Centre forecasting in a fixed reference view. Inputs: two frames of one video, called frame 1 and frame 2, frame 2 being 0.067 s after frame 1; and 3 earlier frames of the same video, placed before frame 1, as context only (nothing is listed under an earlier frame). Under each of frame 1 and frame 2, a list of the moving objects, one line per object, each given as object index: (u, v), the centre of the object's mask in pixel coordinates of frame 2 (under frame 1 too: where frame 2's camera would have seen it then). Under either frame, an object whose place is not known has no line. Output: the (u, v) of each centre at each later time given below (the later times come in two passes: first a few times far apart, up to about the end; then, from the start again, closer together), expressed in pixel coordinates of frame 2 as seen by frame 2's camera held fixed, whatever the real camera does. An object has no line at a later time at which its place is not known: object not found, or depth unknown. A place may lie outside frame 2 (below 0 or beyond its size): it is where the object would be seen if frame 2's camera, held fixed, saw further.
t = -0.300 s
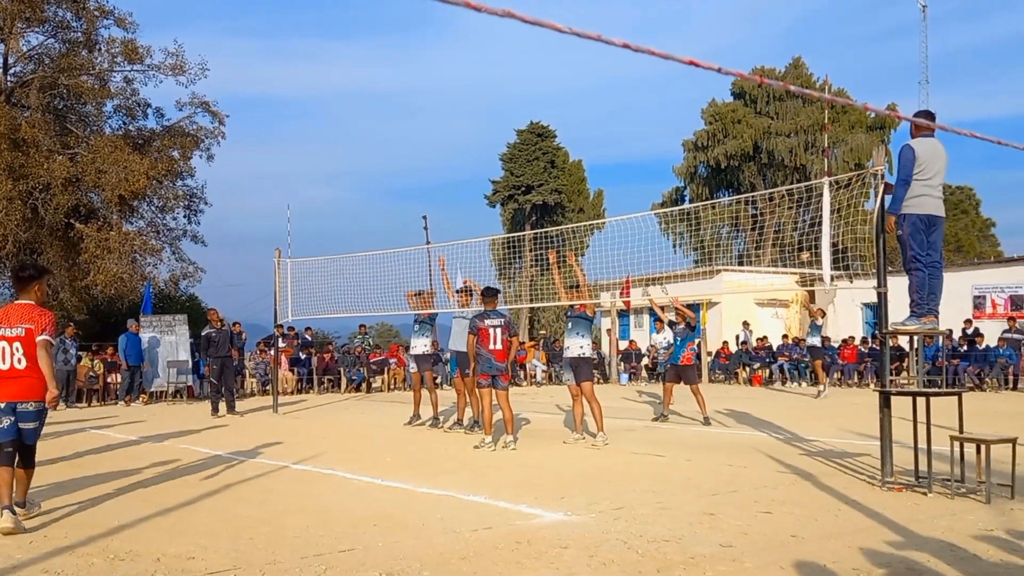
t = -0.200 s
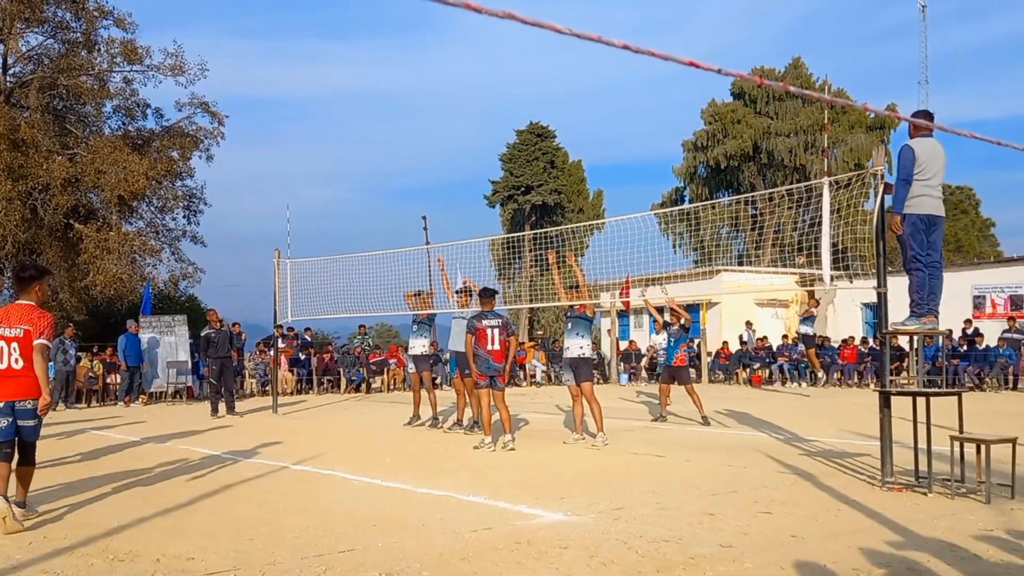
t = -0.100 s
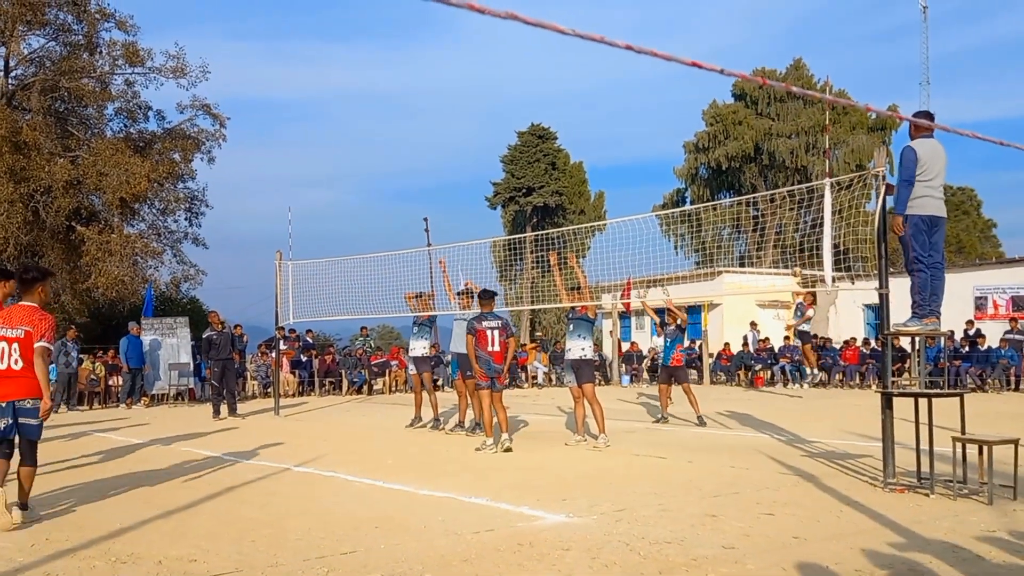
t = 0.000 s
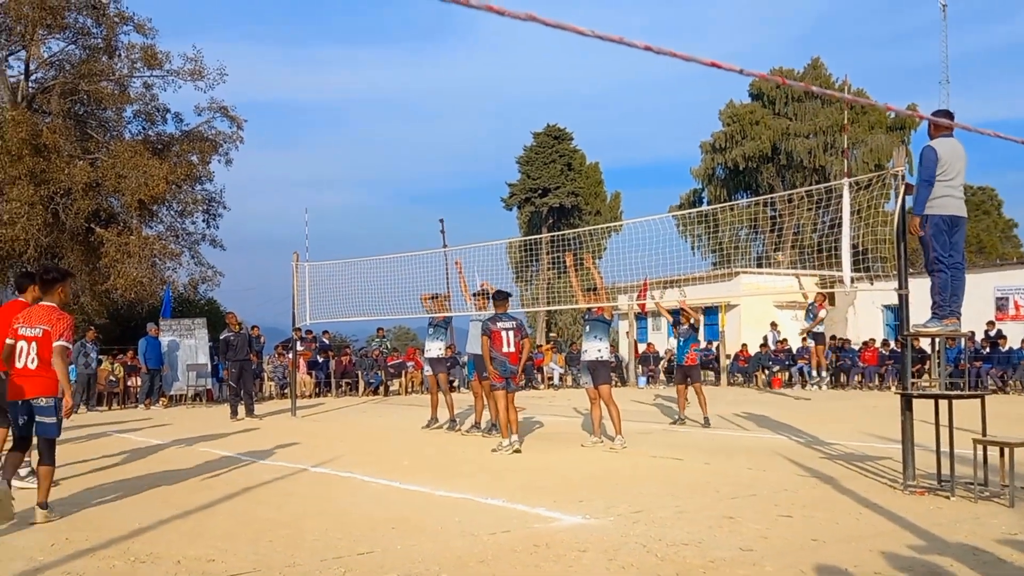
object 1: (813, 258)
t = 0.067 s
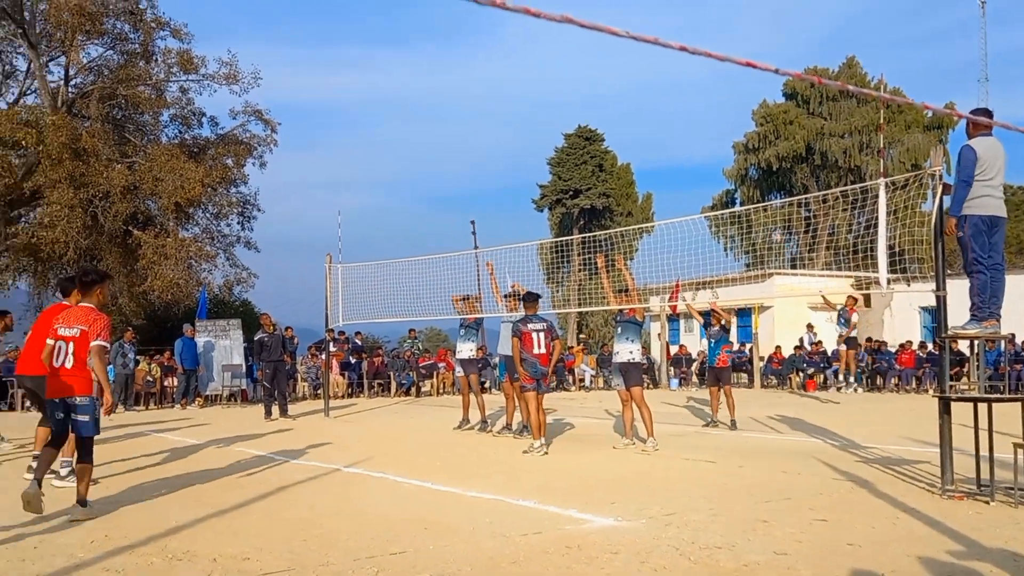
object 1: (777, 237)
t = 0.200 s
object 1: (702, 207)
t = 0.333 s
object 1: (619, 183)
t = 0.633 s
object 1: (401, 185)
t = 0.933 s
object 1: (117, 281)
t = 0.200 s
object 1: (702, 207)
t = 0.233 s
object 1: (681, 199)
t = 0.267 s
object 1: (660, 193)
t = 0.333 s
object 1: (619, 183)
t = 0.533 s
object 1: (480, 175)
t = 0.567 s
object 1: (454, 178)
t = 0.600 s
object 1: (428, 181)
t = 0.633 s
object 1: (401, 185)
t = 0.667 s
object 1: (373, 190)
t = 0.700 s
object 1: (345, 196)
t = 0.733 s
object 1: (315, 204)
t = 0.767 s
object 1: (285, 212)
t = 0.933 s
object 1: (117, 281)
